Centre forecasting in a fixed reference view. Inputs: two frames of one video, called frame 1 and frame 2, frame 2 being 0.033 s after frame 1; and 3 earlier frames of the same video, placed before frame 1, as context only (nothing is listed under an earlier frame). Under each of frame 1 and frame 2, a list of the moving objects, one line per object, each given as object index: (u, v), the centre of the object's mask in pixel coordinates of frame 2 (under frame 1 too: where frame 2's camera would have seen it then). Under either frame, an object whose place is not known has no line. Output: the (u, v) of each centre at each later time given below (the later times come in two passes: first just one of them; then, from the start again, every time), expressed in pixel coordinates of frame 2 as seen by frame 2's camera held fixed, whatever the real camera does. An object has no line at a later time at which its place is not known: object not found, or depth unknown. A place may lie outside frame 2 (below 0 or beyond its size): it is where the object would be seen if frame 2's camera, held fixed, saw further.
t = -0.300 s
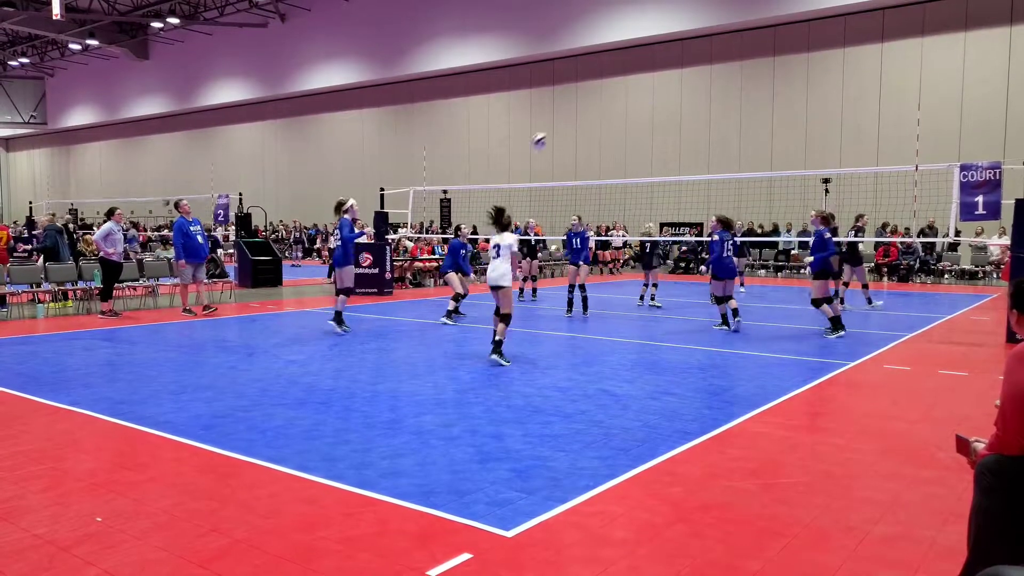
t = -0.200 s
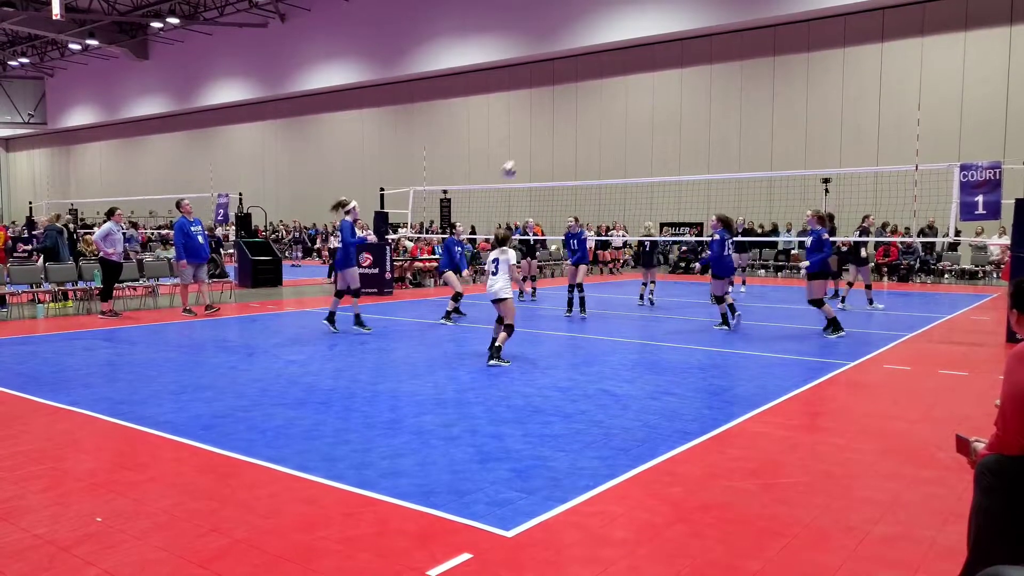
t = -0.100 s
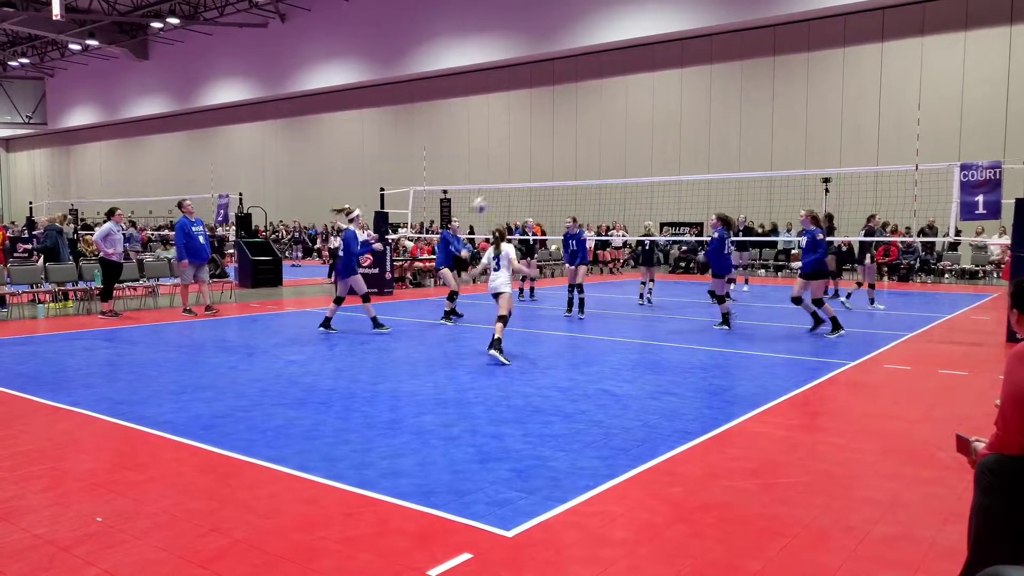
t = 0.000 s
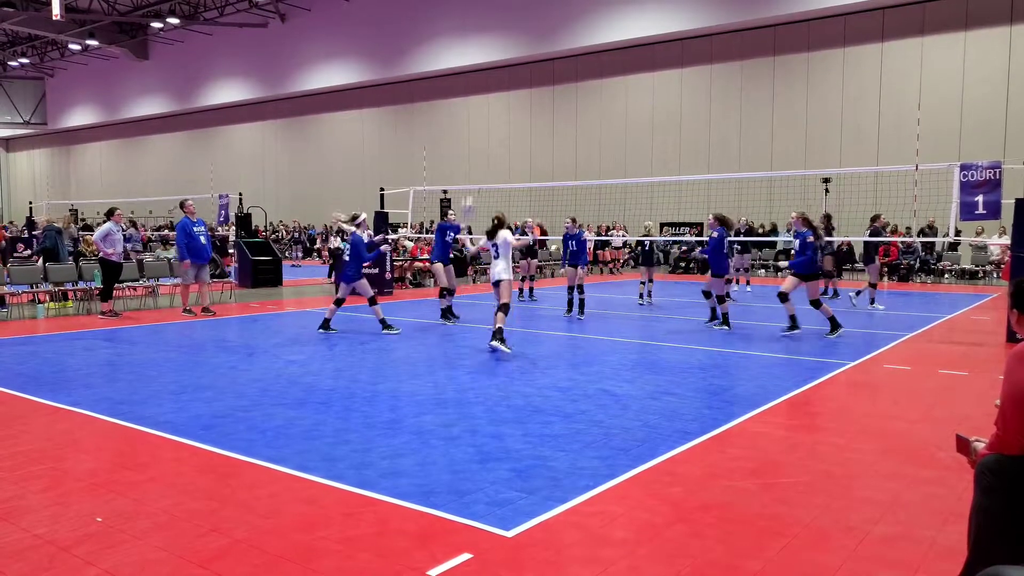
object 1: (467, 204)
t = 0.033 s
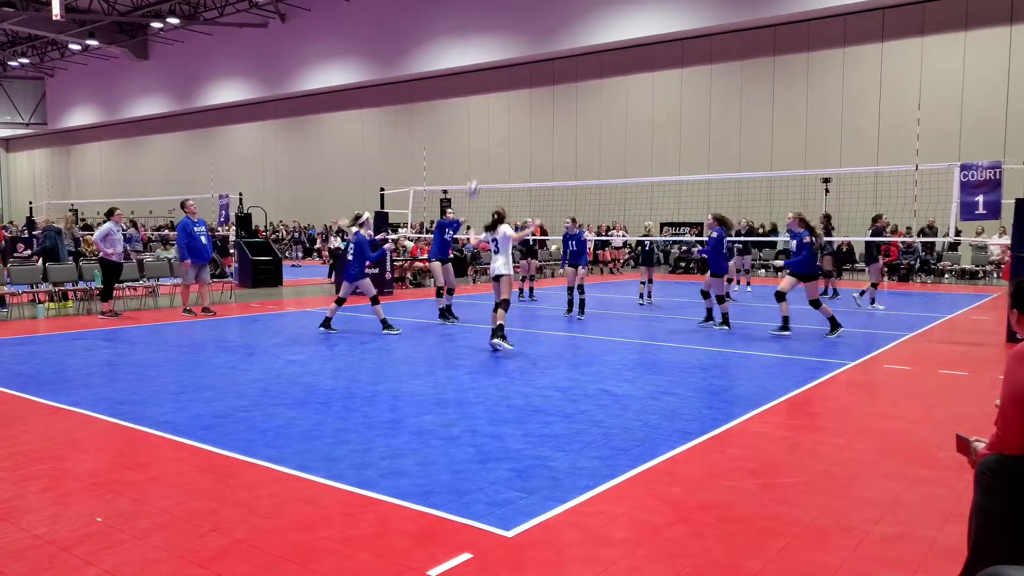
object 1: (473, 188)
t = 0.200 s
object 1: (497, 114)
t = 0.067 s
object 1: (477, 172)
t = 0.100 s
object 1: (483, 156)
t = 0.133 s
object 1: (488, 142)
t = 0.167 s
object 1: (492, 128)
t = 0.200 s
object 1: (497, 114)
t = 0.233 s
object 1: (503, 103)
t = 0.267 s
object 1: (507, 91)
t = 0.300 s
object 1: (513, 81)
